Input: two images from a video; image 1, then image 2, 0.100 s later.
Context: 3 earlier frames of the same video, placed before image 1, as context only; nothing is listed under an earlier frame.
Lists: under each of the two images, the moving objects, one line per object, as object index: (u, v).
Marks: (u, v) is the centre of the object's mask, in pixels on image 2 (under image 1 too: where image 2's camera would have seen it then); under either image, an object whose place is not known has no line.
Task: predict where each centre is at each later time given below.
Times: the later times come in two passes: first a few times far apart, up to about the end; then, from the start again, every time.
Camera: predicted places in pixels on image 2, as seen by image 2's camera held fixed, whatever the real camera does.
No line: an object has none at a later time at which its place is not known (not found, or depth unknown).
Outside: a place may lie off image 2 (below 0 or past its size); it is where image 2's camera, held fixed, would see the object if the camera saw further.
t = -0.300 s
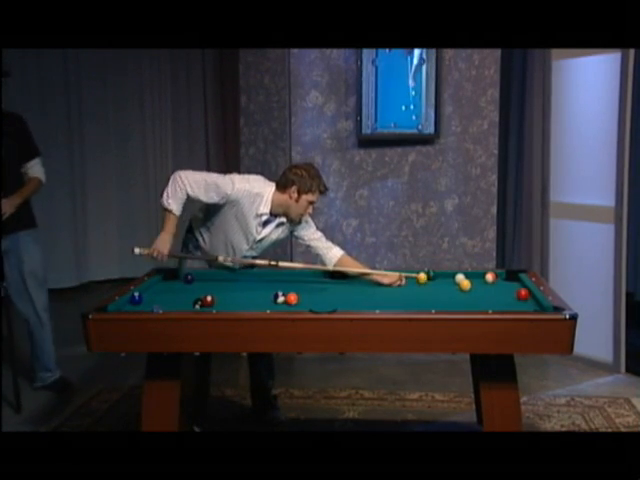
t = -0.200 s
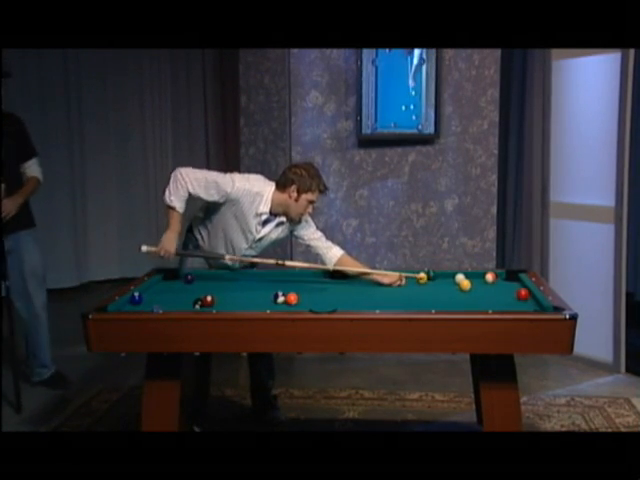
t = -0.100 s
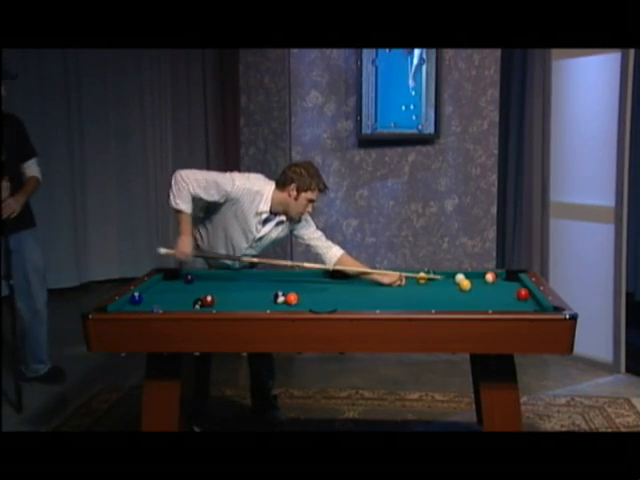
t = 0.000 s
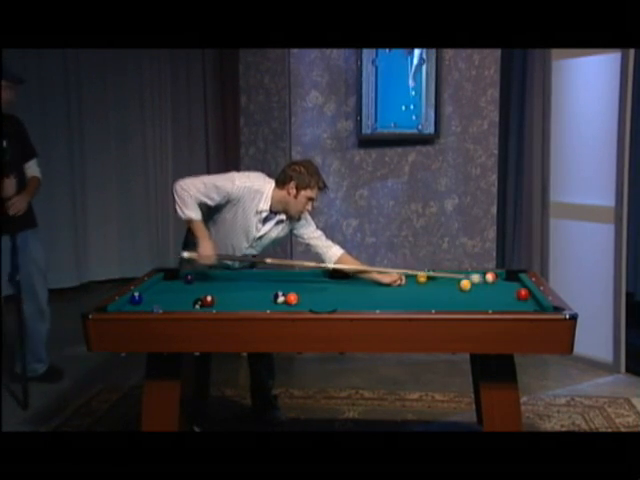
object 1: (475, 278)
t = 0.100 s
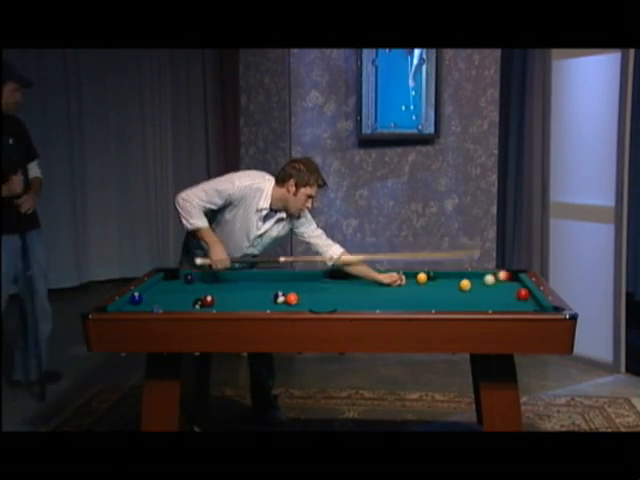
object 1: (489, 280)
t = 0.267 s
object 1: (505, 282)
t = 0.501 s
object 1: (515, 285)
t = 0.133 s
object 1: (492, 280)
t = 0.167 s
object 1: (495, 280)
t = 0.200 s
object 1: (498, 281)
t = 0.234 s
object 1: (502, 281)
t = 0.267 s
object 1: (505, 282)
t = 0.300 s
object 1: (508, 282)
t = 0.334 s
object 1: (511, 283)
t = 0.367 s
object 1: (514, 283)
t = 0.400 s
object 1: (517, 284)
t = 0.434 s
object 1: (518, 284)
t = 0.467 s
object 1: (517, 285)
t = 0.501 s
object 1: (515, 285)
